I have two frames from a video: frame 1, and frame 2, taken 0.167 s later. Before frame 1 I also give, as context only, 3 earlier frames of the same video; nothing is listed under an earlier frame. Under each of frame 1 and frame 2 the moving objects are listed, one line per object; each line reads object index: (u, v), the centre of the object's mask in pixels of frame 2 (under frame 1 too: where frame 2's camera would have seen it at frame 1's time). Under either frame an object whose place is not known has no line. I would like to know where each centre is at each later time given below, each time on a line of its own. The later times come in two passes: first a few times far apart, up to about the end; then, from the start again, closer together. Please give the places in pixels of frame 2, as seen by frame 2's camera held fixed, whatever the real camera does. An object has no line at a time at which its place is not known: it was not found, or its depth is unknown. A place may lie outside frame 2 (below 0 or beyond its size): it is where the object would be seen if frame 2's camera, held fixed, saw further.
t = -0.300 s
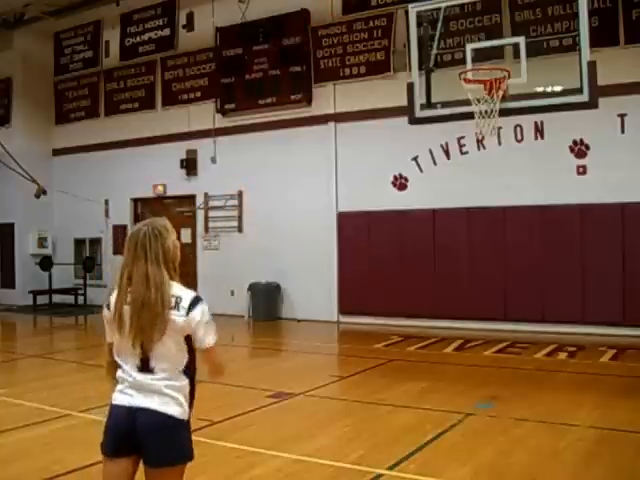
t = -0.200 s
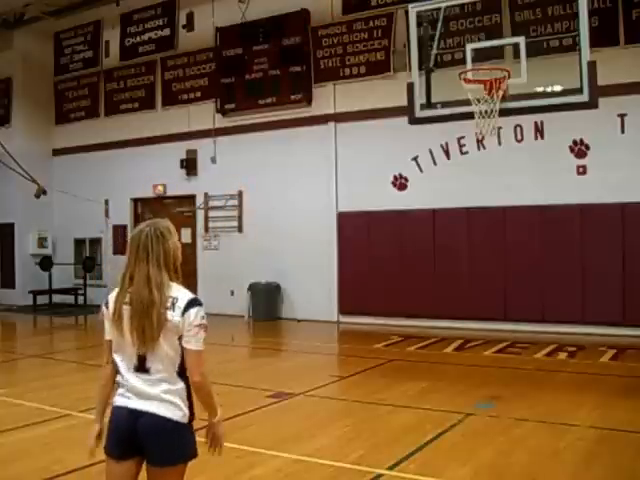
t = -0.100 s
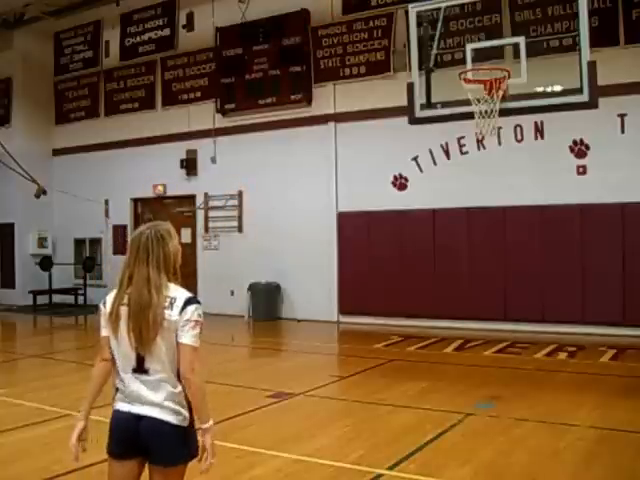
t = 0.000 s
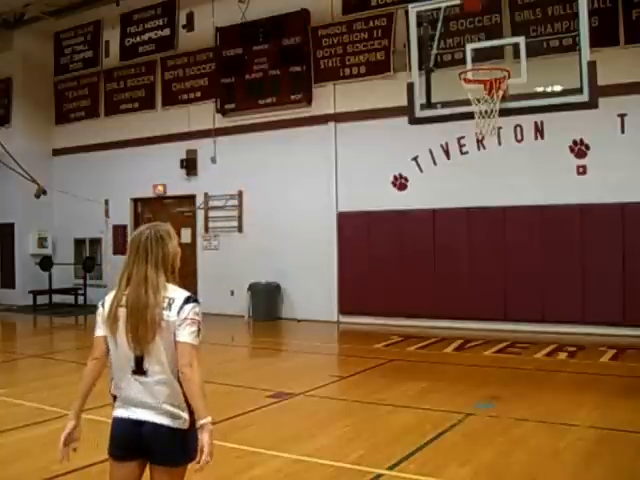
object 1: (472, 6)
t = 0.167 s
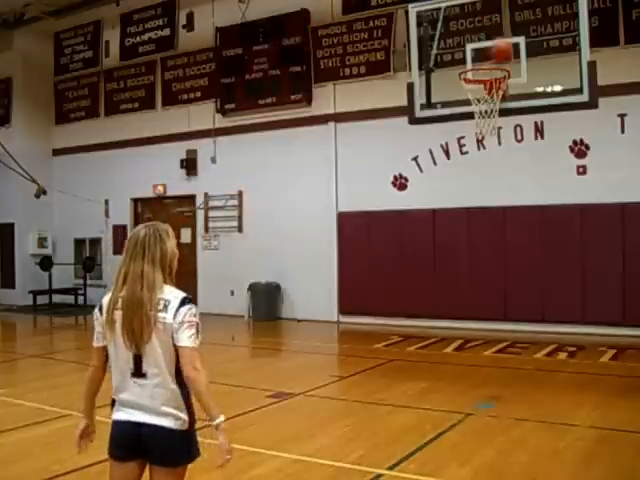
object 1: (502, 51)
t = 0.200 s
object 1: (506, 61)
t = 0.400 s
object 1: (501, 25)
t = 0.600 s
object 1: (492, 22)
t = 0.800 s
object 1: (483, 58)
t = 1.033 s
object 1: (473, 164)
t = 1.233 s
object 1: (462, 312)
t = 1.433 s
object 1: (454, 362)
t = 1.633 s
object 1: (449, 250)
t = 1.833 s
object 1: (445, 188)
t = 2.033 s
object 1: (441, 179)
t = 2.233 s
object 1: (438, 221)
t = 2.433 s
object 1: (436, 313)
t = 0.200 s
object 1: (506, 61)
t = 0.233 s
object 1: (507, 57)
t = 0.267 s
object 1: (508, 52)
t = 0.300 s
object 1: (507, 43)
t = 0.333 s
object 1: (505, 36)
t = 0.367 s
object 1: (503, 29)
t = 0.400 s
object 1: (501, 25)
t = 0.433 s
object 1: (500, 23)
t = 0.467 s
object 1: (498, 20)
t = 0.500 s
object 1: (497, 19)
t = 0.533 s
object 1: (495, 19)
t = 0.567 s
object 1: (493, 20)
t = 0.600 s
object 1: (492, 22)
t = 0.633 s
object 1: (491, 24)
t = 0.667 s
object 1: (490, 27)
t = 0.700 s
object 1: (487, 32)
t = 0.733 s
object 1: (484, 44)
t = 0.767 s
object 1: (483, 48)
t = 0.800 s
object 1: (483, 58)
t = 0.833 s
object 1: (481, 67)
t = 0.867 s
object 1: (479, 79)
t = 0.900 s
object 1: (477, 92)
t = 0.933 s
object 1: (476, 109)
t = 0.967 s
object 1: (475, 125)
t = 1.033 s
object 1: (473, 164)
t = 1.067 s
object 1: (471, 183)
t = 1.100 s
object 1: (470, 209)
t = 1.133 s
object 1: (467, 231)
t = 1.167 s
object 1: (466, 259)
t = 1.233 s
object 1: (462, 312)
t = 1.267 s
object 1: (460, 350)
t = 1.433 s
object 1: (454, 362)
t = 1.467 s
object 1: (453, 339)
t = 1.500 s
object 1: (452, 315)
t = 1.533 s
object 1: (451, 299)
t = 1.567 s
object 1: (451, 281)
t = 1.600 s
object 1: (450, 265)
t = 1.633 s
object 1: (449, 250)
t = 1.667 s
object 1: (449, 236)
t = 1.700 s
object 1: (448, 226)
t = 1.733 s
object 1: (447, 215)
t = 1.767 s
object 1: (446, 205)
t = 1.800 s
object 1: (445, 194)
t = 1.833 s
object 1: (445, 188)
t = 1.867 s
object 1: (444, 183)
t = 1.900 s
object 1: (443, 179)
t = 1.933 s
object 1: (443, 177)
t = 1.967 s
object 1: (442, 176)
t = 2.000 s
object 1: (442, 177)
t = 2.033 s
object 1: (441, 179)
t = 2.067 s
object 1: (440, 182)
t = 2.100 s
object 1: (440, 187)
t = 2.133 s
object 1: (439, 193)
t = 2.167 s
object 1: (439, 201)
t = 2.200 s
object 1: (439, 210)
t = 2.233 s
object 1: (438, 221)
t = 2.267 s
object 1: (438, 232)
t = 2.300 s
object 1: (437, 246)
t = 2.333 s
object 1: (437, 261)
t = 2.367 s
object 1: (437, 278)
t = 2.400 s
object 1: (436, 295)
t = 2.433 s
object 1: (436, 313)
